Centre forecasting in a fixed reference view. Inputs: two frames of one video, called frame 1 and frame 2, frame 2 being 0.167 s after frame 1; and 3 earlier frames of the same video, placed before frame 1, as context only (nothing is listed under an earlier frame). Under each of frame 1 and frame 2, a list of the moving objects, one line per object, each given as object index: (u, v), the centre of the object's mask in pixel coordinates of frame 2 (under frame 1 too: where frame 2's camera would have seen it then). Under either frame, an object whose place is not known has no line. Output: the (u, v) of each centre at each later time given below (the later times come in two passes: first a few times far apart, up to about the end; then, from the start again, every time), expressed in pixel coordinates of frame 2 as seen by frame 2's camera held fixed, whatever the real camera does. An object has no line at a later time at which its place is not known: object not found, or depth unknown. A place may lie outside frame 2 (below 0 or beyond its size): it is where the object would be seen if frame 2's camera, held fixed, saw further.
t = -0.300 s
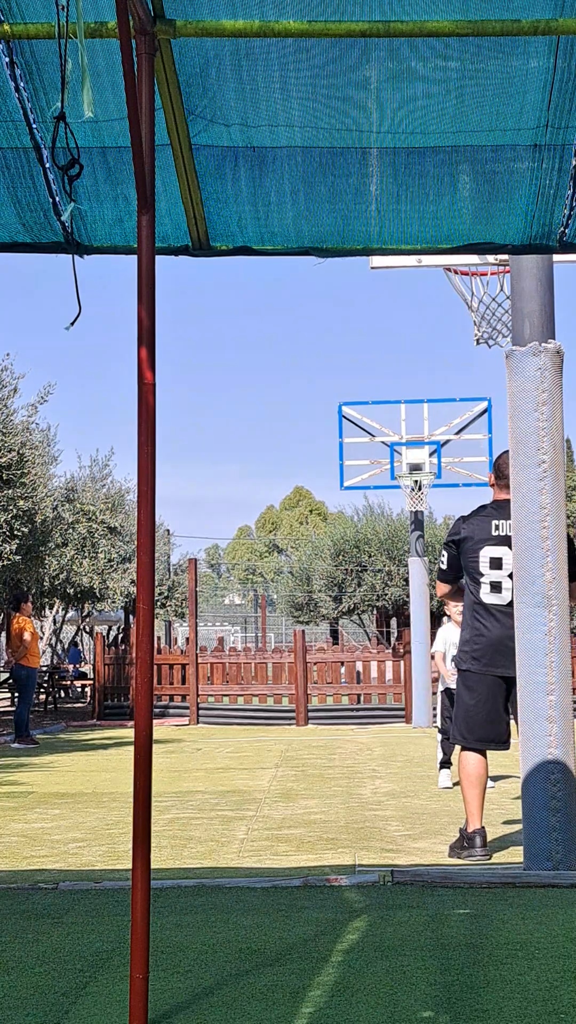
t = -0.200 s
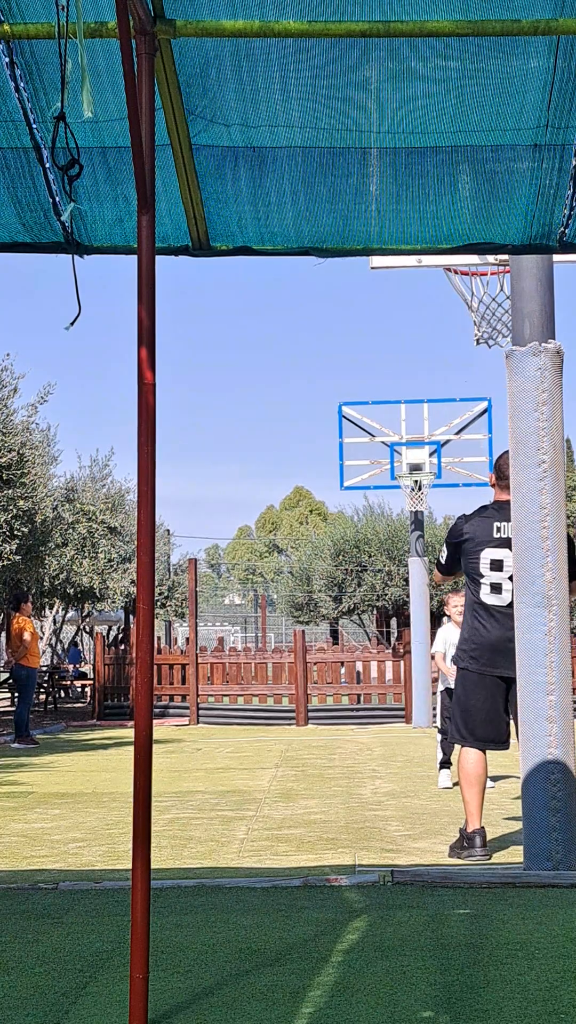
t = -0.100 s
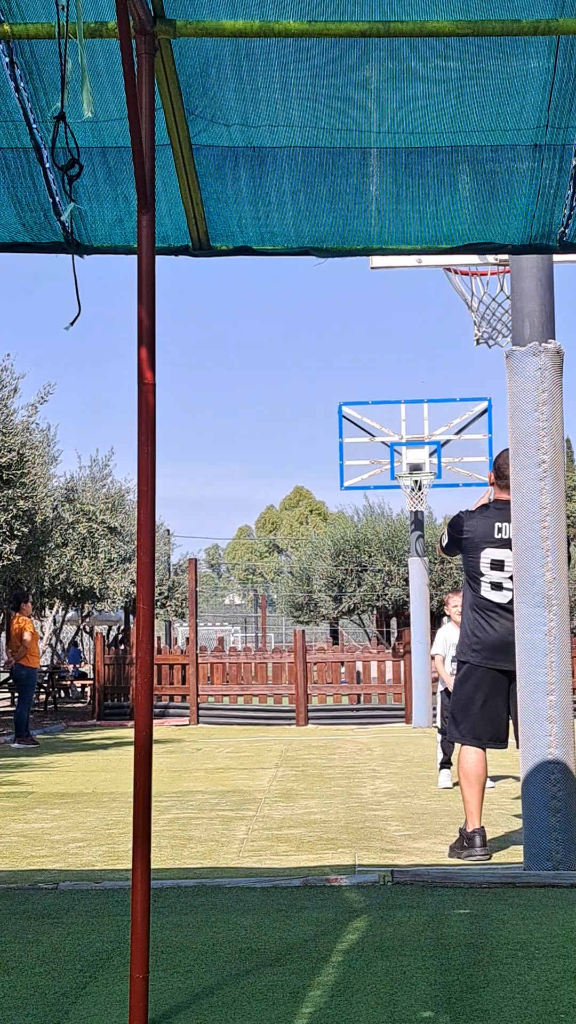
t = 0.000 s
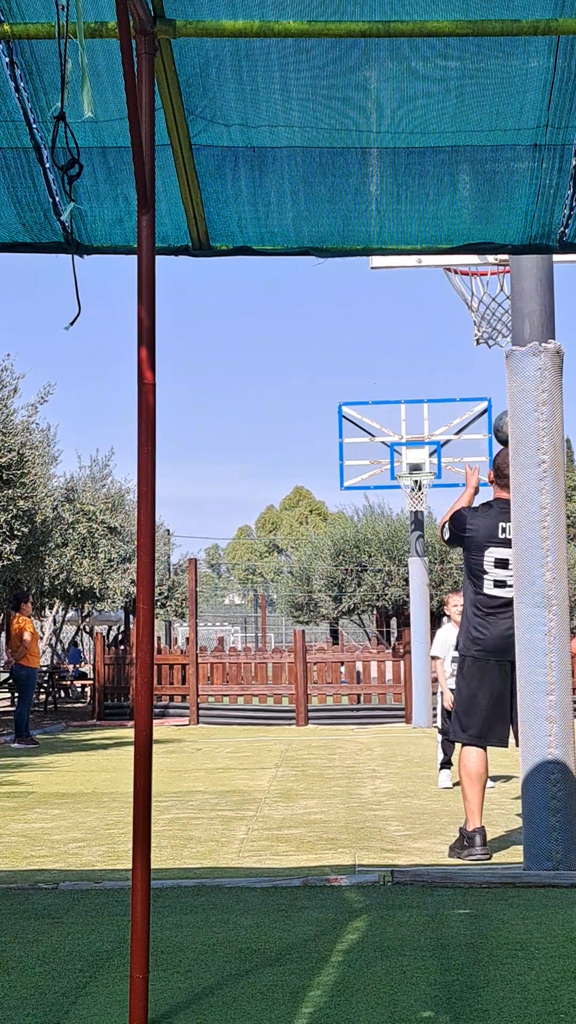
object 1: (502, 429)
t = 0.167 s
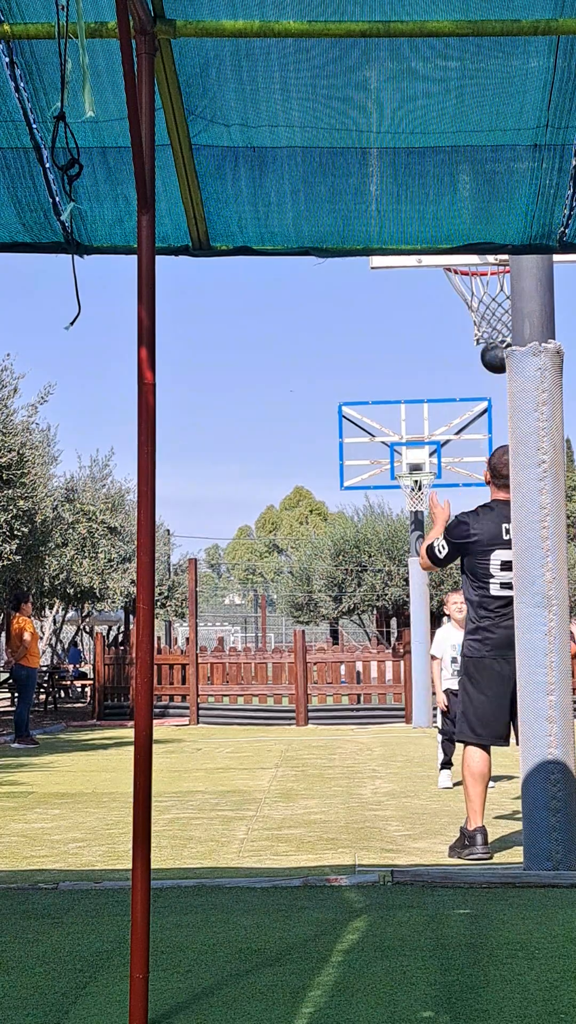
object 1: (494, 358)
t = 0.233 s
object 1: (492, 350)
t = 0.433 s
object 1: (484, 361)
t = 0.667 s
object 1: (474, 456)
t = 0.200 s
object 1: (492, 355)
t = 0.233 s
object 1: (492, 350)
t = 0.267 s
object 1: (489, 350)
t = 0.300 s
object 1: (488, 350)
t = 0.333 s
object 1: (487, 350)
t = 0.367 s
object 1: (486, 352)
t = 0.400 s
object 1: (485, 355)
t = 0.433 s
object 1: (484, 361)
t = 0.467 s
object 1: (482, 370)
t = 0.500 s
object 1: (481, 381)
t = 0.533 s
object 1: (480, 393)
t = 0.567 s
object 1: (479, 407)
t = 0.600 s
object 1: (478, 422)
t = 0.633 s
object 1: (476, 439)
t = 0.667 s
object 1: (474, 456)
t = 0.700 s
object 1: (471, 477)
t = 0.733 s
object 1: (472, 497)
